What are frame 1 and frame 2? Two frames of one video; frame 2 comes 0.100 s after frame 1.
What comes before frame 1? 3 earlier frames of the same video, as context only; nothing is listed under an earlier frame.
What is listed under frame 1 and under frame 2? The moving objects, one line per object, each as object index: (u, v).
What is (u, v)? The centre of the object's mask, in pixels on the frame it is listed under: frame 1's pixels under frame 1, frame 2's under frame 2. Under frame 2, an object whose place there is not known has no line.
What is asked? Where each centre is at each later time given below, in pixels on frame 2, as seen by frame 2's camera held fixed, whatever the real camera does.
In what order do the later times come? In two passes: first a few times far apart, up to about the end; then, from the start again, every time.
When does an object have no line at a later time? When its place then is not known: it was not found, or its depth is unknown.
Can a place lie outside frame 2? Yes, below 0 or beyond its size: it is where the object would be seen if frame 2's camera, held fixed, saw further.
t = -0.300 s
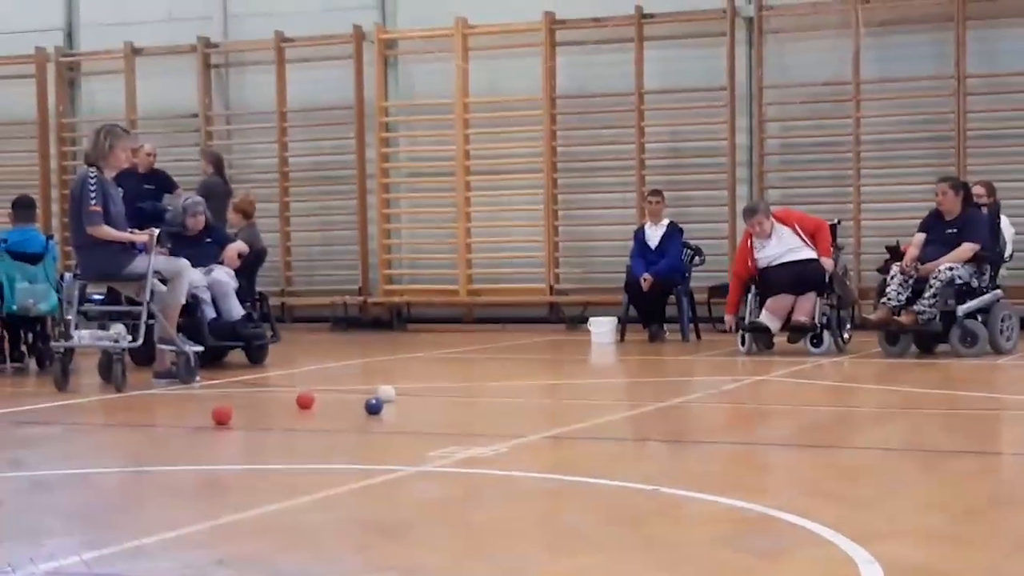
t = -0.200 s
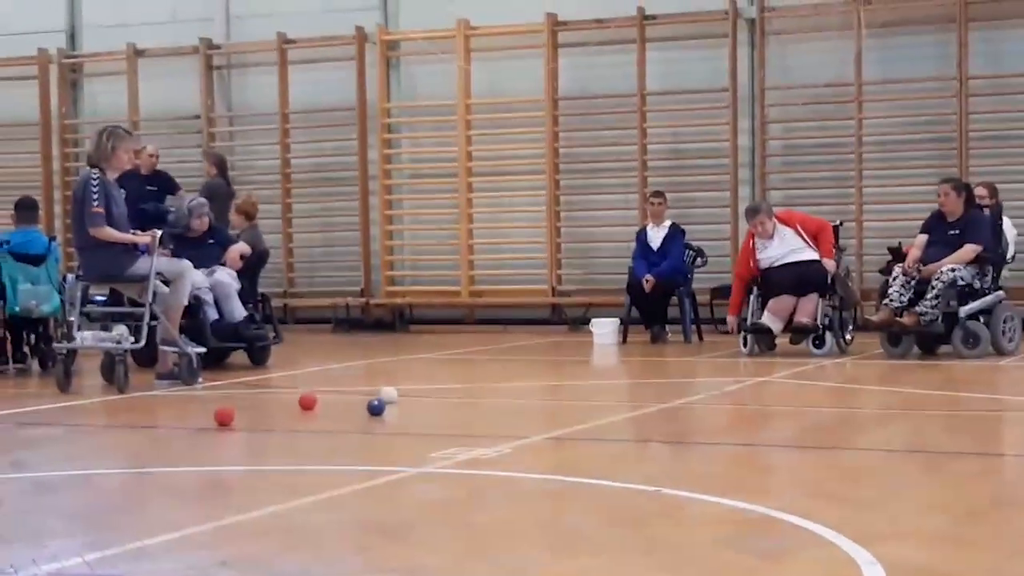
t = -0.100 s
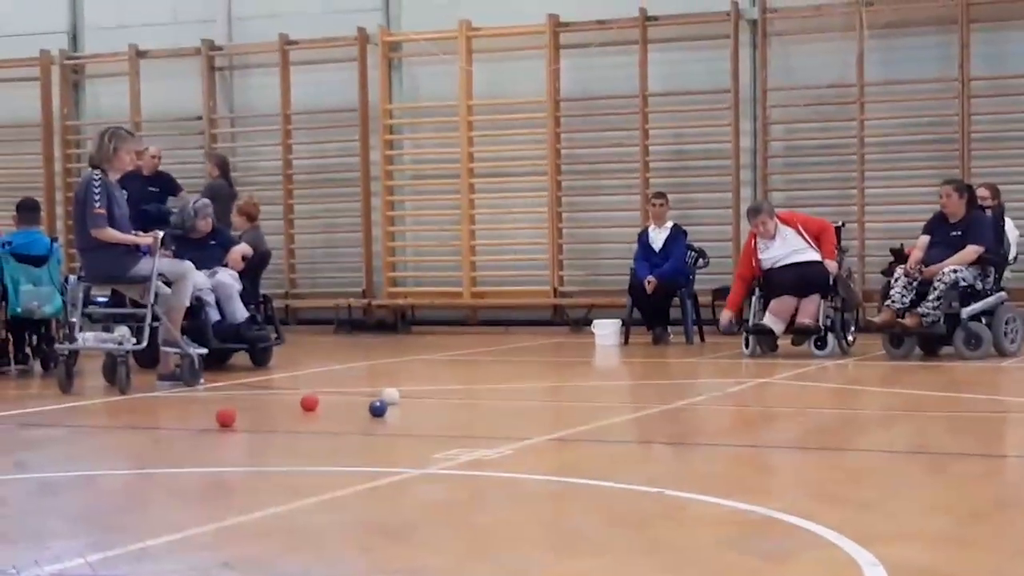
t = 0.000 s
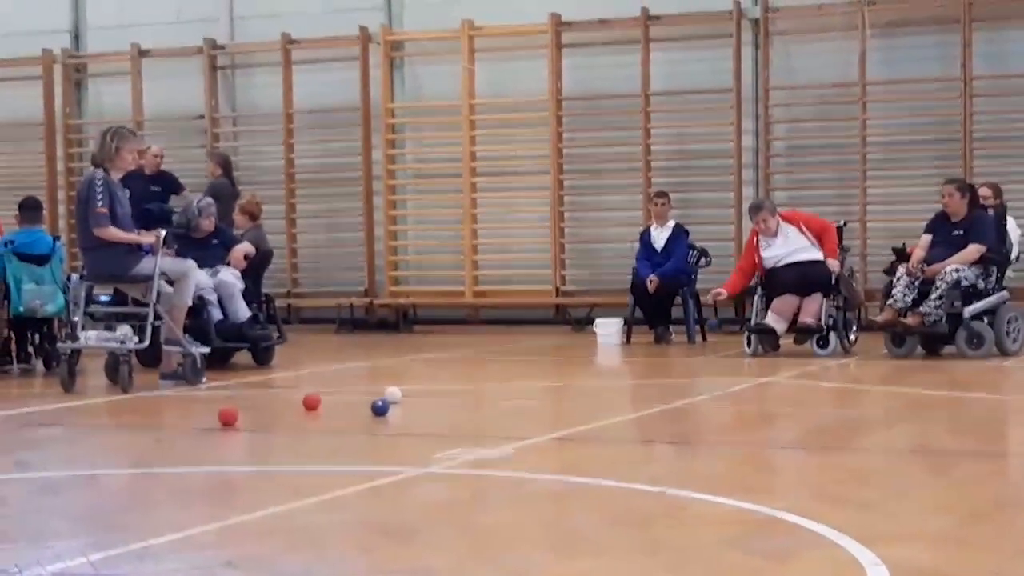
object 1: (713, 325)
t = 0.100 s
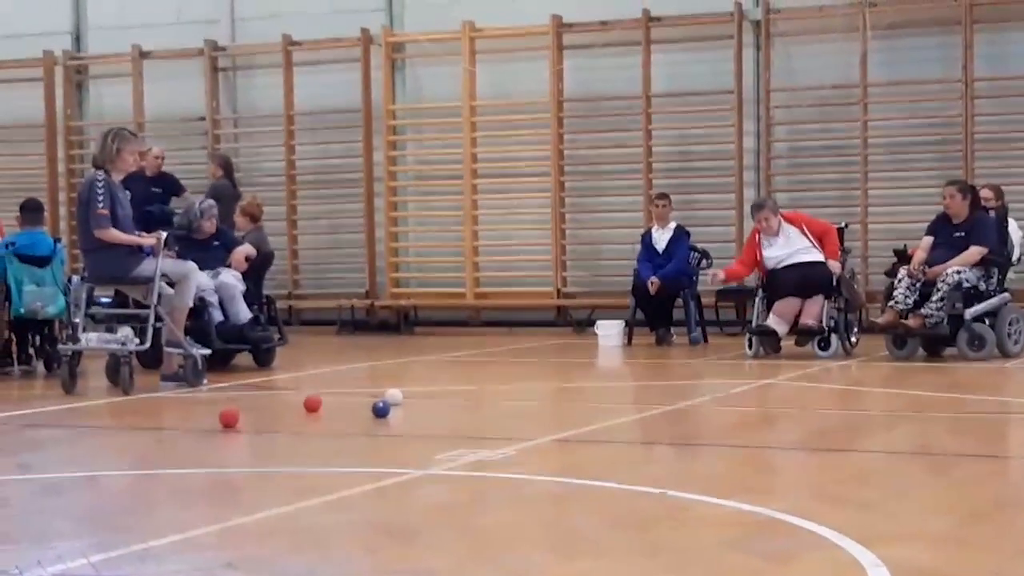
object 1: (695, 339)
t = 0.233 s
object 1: (672, 355)
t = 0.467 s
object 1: (640, 364)
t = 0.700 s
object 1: (608, 368)
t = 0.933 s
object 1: (578, 372)
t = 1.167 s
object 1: (549, 376)
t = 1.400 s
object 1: (521, 380)
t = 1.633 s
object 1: (495, 384)
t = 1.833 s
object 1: (474, 388)
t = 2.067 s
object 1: (451, 391)
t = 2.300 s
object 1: (432, 393)
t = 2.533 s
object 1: (417, 396)
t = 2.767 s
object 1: (405, 397)
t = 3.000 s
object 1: (400, 398)
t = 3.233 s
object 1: (396, 399)
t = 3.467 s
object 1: (396, 399)
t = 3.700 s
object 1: (396, 399)
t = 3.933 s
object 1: (396, 398)
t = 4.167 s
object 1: (396, 398)
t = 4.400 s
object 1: (396, 398)
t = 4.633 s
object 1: (396, 398)
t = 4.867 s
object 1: (396, 398)
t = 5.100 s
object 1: (396, 398)
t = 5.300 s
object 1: (396, 398)
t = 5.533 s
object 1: (396, 398)
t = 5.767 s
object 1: (396, 398)
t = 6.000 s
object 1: (396, 398)
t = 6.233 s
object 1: (396, 398)
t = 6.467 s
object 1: (396, 398)
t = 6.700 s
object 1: (396, 398)
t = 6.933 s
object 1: (395, 398)
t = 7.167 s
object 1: (395, 398)
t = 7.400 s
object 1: (395, 398)
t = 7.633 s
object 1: (395, 398)
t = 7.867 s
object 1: (395, 398)
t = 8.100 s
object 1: (396, 398)
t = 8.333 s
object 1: (396, 398)
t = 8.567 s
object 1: (395, 398)
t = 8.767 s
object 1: (395, 398)
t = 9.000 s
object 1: (395, 398)
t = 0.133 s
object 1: (691, 348)
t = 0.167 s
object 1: (682, 357)
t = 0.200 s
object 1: (677, 357)
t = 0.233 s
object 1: (672, 355)
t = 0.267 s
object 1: (668, 355)
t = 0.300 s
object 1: (664, 356)
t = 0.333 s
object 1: (658, 359)
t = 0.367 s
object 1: (654, 362)
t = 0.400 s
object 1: (649, 362)
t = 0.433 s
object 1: (644, 362)
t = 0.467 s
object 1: (640, 364)
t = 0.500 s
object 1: (635, 364)
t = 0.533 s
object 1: (630, 364)
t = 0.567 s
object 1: (626, 365)
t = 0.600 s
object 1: (621, 365)
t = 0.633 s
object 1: (617, 366)
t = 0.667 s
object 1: (612, 367)
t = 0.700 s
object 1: (608, 368)
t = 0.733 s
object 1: (603, 368)
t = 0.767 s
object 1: (599, 369)
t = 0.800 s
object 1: (595, 369)
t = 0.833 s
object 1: (590, 370)
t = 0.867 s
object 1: (586, 371)
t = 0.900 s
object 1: (582, 372)
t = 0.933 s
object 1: (578, 372)
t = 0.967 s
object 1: (574, 373)
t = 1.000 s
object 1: (569, 373)
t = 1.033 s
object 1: (565, 374)
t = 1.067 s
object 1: (561, 375)
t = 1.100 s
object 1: (557, 375)
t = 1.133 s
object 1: (553, 376)
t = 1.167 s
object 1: (549, 376)
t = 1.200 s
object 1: (545, 376)
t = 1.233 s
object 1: (540, 377)
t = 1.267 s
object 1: (537, 378)
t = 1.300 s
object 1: (533, 379)
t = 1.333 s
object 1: (529, 379)
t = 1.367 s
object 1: (525, 380)
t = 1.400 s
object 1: (521, 380)
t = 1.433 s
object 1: (517, 381)
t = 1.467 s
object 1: (513, 381)
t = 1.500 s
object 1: (509, 382)
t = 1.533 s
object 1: (506, 383)
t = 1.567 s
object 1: (502, 383)
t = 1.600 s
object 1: (499, 384)
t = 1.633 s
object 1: (495, 384)
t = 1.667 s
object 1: (491, 385)
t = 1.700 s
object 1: (488, 386)
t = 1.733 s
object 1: (484, 386)
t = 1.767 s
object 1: (481, 386)
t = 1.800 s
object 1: (477, 387)
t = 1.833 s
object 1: (474, 388)
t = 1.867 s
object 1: (471, 388)
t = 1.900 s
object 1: (467, 388)
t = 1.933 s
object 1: (464, 389)
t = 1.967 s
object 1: (460, 389)
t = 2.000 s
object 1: (457, 390)
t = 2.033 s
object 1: (454, 391)
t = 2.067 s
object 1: (451, 391)
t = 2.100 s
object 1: (448, 391)
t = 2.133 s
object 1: (446, 391)
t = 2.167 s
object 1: (443, 392)
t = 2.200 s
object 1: (440, 392)
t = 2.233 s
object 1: (437, 392)
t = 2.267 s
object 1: (434, 393)
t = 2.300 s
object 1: (432, 393)
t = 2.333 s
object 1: (430, 394)
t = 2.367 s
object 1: (427, 394)
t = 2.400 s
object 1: (425, 394)
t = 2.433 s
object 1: (423, 395)
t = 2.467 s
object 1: (421, 395)
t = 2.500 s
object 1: (419, 395)
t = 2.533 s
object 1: (417, 396)
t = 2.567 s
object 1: (415, 396)
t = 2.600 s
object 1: (413, 396)
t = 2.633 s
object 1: (411, 396)
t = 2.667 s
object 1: (409, 397)
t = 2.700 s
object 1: (408, 397)
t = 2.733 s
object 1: (406, 397)
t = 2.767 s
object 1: (405, 397)
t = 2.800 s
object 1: (405, 397)
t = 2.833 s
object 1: (404, 398)
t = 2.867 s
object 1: (403, 398)
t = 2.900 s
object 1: (402, 398)
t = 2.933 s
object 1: (402, 398)
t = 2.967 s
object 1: (401, 398)
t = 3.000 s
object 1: (400, 398)
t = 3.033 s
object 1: (400, 398)
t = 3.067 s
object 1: (399, 398)
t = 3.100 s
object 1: (398, 398)
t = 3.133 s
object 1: (398, 398)
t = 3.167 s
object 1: (397, 398)
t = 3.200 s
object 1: (397, 399)
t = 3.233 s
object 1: (396, 399)
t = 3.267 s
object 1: (396, 398)
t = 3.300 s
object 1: (396, 399)
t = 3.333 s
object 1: (396, 399)
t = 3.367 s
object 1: (396, 399)
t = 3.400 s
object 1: (396, 399)
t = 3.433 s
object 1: (396, 399)
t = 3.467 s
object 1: (396, 399)
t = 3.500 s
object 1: (396, 398)
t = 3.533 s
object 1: (396, 398)
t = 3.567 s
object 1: (396, 398)
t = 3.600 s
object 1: (396, 398)
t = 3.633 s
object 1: (396, 398)
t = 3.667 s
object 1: (396, 398)
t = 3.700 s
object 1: (396, 399)
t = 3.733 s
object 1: (396, 399)
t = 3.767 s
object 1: (396, 398)
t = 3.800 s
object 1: (396, 398)
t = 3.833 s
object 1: (396, 398)
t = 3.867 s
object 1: (396, 398)
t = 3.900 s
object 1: (396, 398)
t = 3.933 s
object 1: (396, 398)
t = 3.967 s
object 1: (396, 398)
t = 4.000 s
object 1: (396, 398)
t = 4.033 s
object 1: (396, 398)
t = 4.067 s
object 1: (396, 398)
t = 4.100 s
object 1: (396, 398)
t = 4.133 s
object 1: (396, 398)
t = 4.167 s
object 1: (396, 398)
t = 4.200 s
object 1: (396, 398)
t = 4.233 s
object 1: (396, 398)
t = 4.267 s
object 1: (396, 398)
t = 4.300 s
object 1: (396, 398)
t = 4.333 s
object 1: (396, 398)
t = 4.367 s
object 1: (396, 398)
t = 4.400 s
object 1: (396, 398)
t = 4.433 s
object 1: (396, 398)
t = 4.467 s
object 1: (396, 398)
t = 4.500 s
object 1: (396, 398)
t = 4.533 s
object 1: (396, 398)
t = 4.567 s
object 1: (396, 398)
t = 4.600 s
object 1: (396, 398)
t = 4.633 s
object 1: (396, 398)
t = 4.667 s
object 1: (396, 398)
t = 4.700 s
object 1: (396, 398)
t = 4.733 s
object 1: (396, 398)
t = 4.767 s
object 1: (396, 398)
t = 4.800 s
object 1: (396, 398)
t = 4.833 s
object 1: (396, 398)
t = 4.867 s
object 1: (396, 398)
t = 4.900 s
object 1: (396, 398)
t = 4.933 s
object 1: (396, 398)
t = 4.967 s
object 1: (396, 398)
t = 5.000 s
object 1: (396, 398)
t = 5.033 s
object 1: (396, 398)
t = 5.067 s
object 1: (396, 398)
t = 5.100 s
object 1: (396, 398)
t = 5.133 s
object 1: (396, 398)
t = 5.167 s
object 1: (396, 398)
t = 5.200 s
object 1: (396, 398)
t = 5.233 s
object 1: (396, 398)
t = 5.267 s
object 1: (396, 398)
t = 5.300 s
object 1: (396, 398)
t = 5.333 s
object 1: (396, 398)
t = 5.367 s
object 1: (396, 398)
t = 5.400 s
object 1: (396, 398)
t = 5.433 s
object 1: (396, 398)
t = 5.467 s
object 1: (396, 398)
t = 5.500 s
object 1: (396, 398)
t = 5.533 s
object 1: (396, 398)
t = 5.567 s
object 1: (396, 398)
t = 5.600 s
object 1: (396, 398)
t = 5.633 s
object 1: (396, 398)
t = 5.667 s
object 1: (396, 398)
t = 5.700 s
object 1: (396, 398)
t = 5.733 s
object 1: (396, 398)
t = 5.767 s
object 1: (396, 398)
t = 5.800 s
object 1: (395, 398)
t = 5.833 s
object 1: (396, 398)
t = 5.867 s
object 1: (396, 398)
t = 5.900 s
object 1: (396, 398)
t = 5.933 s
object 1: (396, 398)
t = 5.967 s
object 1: (396, 398)
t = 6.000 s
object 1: (396, 398)
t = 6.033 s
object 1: (396, 398)
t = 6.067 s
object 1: (396, 398)
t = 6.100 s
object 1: (396, 398)
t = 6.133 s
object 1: (396, 398)
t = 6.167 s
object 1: (396, 398)
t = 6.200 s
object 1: (396, 398)
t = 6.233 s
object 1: (396, 398)
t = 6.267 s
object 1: (396, 398)
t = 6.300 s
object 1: (396, 398)
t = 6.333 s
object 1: (396, 398)
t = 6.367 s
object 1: (396, 398)
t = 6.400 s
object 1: (396, 398)
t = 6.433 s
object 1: (396, 398)
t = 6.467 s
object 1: (396, 398)
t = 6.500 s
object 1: (396, 398)
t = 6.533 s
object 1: (396, 398)
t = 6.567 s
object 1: (396, 398)
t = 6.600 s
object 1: (396, 398)
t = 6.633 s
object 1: (396, 398)
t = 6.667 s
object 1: (396, 398)
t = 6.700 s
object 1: (396, 398)
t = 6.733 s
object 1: (396, 398)
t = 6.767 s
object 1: (396, 398)
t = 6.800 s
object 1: (396, 398)
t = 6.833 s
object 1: (396, 398)
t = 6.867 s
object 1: (396, 398)
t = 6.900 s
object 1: (396, 398)
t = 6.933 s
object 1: (395, 398)
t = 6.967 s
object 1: (395, 398)
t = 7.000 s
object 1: (395, 398)
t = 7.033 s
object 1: (395, 398)
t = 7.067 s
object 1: (395, 398)
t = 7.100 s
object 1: (396, 398)
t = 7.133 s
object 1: (396, 398)
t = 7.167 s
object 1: (395, 398)
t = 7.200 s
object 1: (396, 398)
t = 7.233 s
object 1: (395, 398)
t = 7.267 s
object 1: (396, 398)
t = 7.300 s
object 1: (396, 398)
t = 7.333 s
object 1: (396, 398)
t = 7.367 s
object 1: (396, 398)
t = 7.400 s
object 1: (395, 398)
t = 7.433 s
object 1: (395, 398)
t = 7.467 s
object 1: (395, 398)
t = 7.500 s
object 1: (395, 398)
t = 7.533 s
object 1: (395, 398)
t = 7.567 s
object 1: (395, 398)
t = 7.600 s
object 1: (395, 398)
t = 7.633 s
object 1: (395, 398)
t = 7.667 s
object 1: (395, 398)
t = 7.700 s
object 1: (395, 398)
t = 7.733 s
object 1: (395, 398)
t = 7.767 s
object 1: (395, 398)
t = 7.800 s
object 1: (395, 398)
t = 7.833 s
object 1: (395, 398)
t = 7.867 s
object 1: (395, 398)
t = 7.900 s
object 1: (396, 398)
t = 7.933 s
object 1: (395, 398)
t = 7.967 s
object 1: (396, 398)
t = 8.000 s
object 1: (396, 398)
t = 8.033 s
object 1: (396, 398)
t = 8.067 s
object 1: (396, 398)
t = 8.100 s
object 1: (396, 398)
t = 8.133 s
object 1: (396, 398)
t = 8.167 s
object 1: (396, 398)
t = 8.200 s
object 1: (395, 398)
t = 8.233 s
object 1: (395, 398)
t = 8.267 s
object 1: (396, 398)
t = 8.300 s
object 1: (395, 398)
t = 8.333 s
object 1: (396, 398)
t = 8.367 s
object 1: (395, 398)
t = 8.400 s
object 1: (395, 398)
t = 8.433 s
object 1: (395, 398)
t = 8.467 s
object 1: (395, 398)
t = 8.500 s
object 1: (395, 398)
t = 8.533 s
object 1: (395, 398)
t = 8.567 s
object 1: (395, 398)
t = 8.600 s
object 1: (395, 398)
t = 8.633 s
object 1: (395, 398)
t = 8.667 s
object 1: (395, 398)
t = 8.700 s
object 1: (395, 398)
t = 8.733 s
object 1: (396, 398)
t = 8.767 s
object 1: (395, 398)
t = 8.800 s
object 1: (395, 398)
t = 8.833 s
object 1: (396, 398)
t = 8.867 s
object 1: (396, 398)
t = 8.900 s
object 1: (396, 398)
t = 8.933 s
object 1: (395, 398)
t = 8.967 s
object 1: (395, 398)
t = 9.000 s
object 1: (395, 398)
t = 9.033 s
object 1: (395, 398)
